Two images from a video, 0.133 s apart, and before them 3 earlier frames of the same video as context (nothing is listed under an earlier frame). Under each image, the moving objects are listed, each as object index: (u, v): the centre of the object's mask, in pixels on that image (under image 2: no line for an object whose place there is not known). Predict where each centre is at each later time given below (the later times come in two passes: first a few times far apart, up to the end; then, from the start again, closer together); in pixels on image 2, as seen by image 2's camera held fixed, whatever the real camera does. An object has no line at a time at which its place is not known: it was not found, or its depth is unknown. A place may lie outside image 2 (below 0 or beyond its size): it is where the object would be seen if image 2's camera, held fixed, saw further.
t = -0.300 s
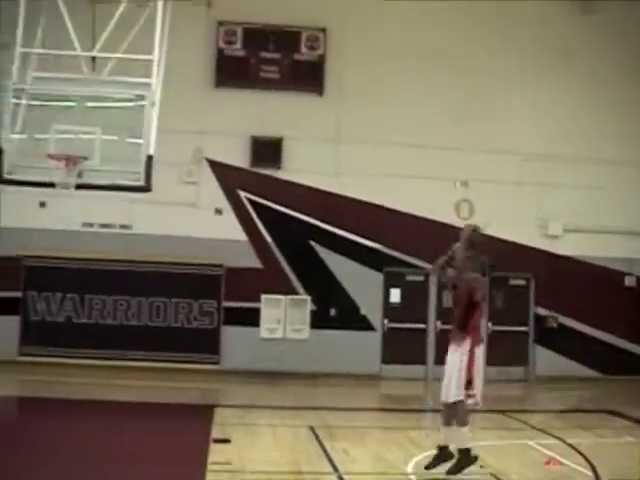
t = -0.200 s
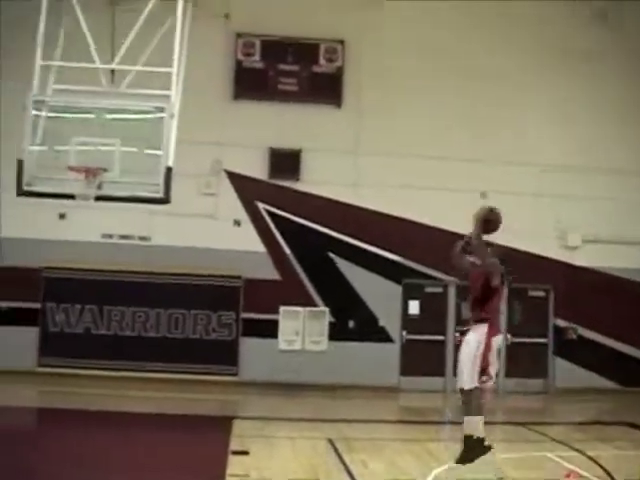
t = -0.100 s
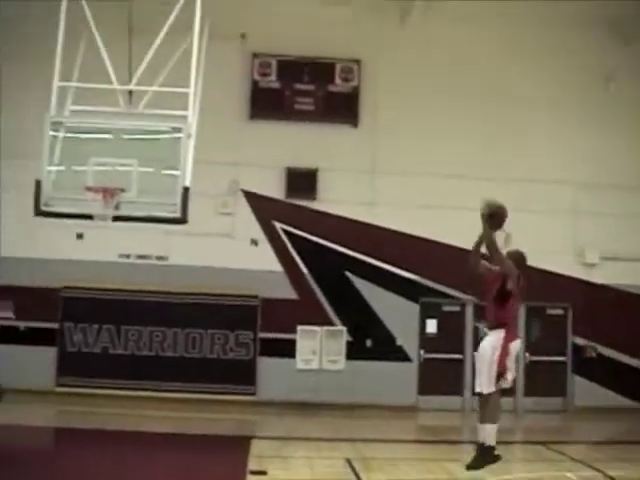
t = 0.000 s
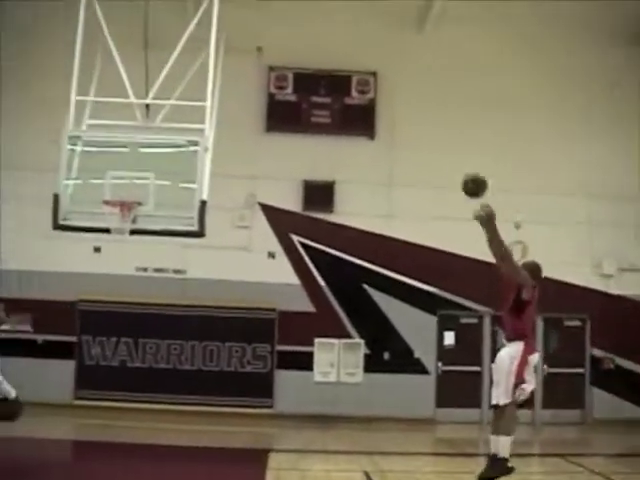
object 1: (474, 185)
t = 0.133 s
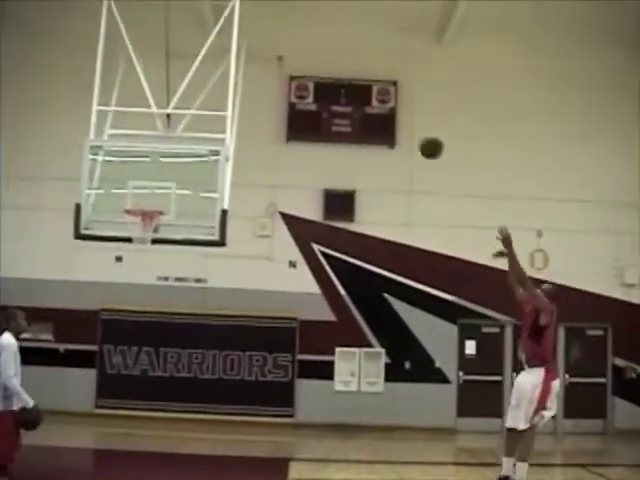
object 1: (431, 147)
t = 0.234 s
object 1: (386, 127)
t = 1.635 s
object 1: (138, 209)
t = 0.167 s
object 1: (416, 139)
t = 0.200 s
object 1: (402, 132)
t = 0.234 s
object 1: (386, 127)
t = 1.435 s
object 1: (149, 202)
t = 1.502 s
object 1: (141, 202)
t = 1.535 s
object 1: (136, 204)
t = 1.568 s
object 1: (132, 208)
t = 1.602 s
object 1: (133, 208)
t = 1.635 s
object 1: (138, 209)
